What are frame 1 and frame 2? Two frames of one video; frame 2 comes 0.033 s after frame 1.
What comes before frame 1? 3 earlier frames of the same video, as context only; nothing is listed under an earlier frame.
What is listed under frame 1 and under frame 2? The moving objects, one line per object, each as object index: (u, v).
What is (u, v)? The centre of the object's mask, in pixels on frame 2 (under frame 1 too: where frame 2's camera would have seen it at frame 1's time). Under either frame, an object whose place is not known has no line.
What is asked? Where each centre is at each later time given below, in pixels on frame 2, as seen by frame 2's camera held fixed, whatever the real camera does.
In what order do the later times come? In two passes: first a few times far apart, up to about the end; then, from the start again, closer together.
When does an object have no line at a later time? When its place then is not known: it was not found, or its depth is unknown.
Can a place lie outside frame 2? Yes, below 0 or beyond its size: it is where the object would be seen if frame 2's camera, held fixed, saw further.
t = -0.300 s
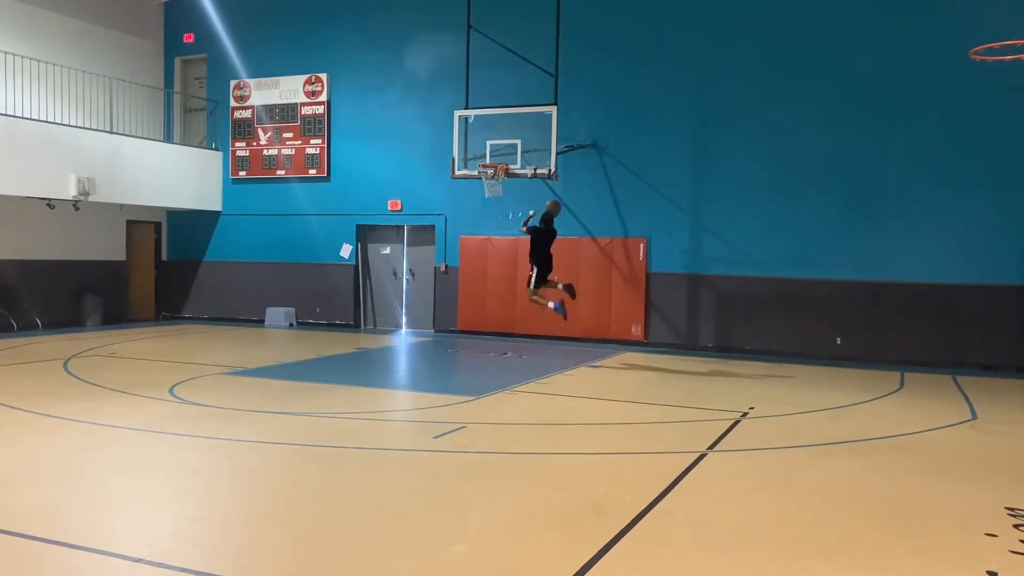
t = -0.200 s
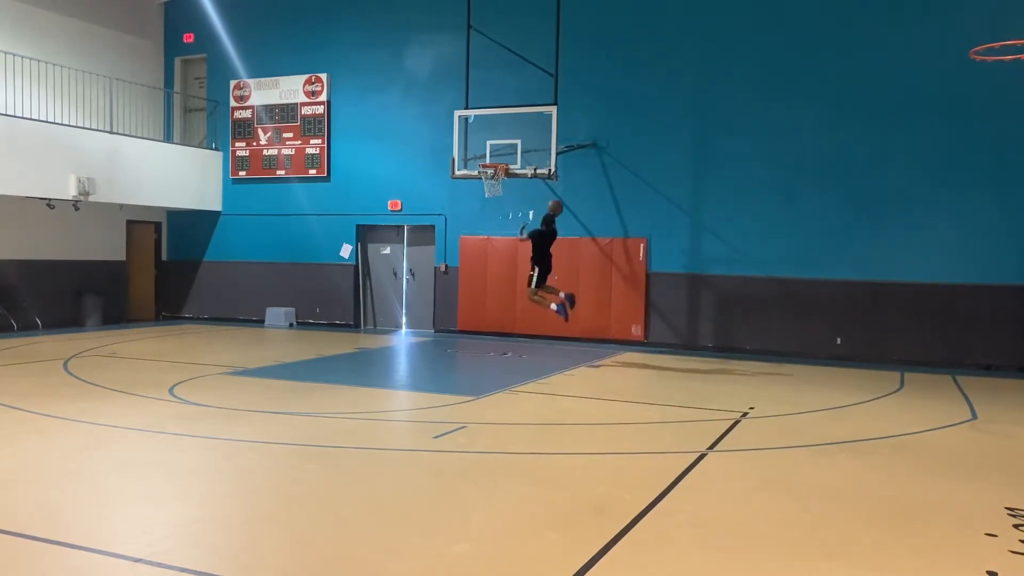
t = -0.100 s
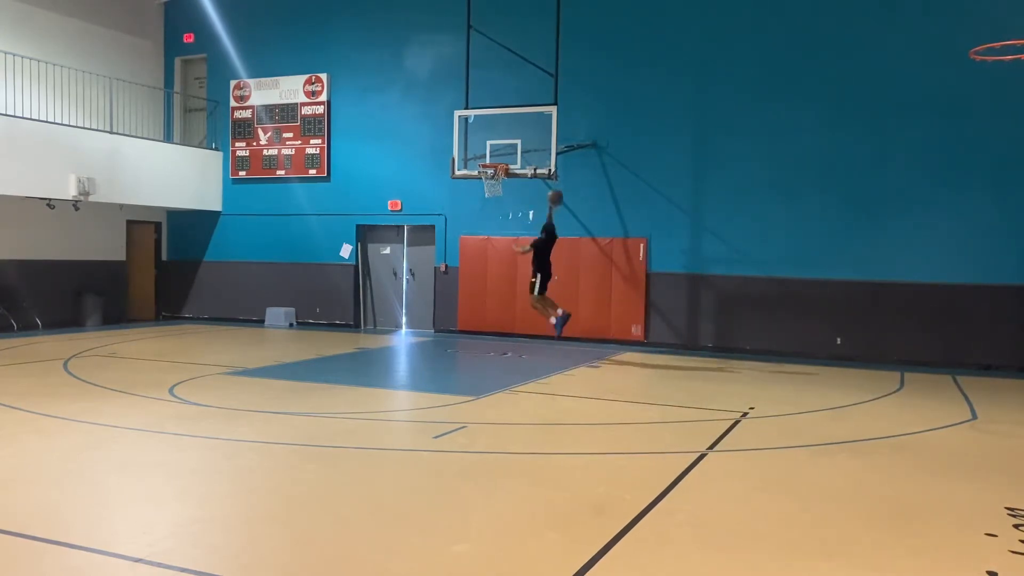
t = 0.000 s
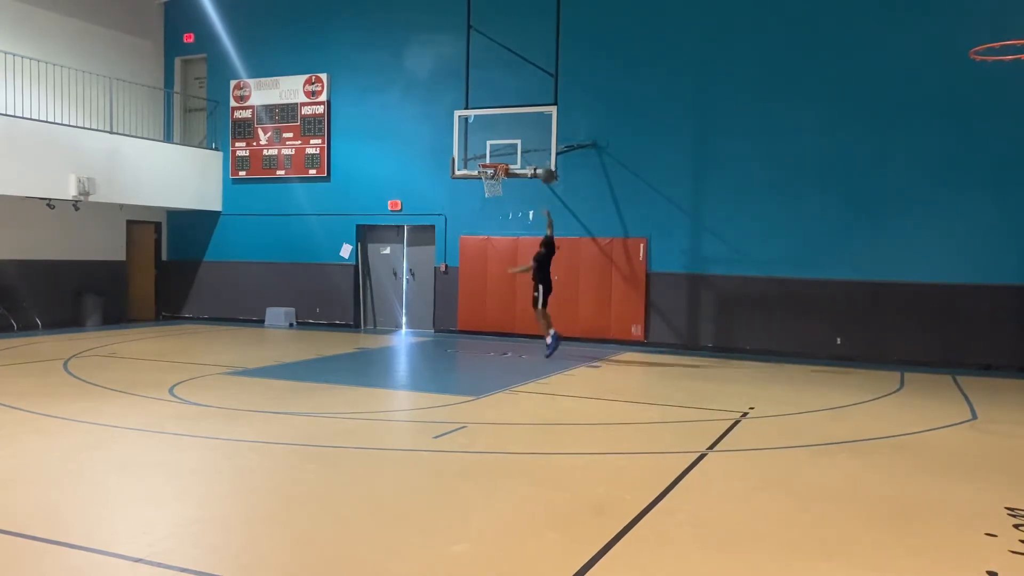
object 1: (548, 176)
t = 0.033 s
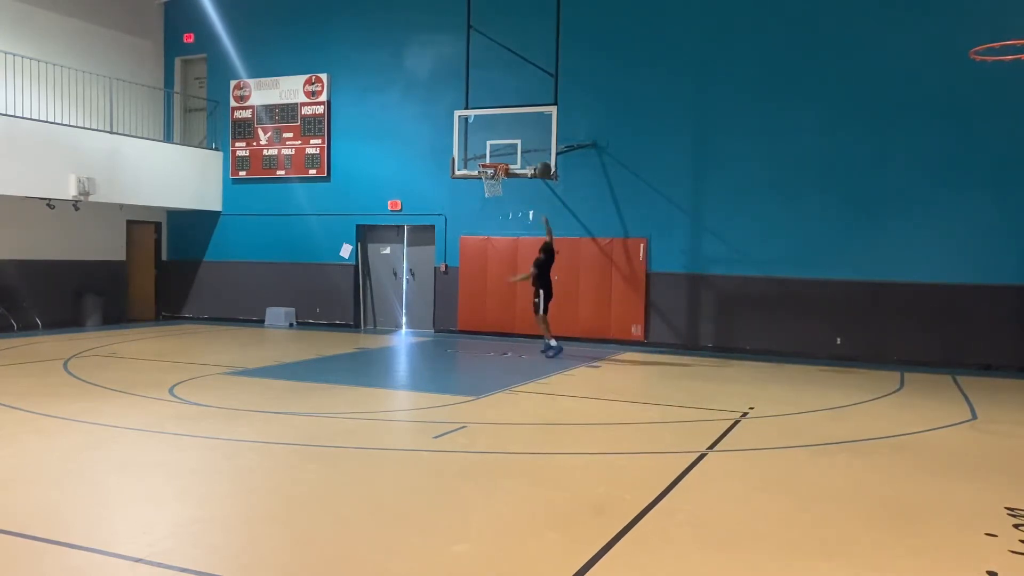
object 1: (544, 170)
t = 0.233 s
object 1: (525, 148)
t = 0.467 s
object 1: (497, 158)
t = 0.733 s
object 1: (483, 185)
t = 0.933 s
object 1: (486, 201)
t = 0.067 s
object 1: (540, 164)
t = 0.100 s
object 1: (538, 159)
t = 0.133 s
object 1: (535, 155)
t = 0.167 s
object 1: (531, 152)
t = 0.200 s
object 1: (528, 150)
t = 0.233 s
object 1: (525, 148)
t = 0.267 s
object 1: (521, 147)
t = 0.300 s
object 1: (517, 148)
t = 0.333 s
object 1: (512, 148)
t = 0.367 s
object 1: (509, 150)
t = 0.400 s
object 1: (505, 152)
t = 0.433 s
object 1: (501, 156)
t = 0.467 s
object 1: (497, 158)
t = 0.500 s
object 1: (495, 159)
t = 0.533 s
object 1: (493, 161)
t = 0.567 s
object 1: (491, 165)
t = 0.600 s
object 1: (489, 168)
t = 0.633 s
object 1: (487, 172)
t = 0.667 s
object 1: (485, 175)
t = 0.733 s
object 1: (483, 185)
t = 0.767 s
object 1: (482, 187)
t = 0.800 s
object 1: (485, 188)
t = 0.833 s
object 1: (484, 192)
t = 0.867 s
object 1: (485, 194)
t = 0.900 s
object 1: (486, 197)
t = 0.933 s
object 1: (486, 201)
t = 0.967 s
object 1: (486, 207)
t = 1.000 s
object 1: (487, 213)
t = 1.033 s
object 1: (488, 220)
